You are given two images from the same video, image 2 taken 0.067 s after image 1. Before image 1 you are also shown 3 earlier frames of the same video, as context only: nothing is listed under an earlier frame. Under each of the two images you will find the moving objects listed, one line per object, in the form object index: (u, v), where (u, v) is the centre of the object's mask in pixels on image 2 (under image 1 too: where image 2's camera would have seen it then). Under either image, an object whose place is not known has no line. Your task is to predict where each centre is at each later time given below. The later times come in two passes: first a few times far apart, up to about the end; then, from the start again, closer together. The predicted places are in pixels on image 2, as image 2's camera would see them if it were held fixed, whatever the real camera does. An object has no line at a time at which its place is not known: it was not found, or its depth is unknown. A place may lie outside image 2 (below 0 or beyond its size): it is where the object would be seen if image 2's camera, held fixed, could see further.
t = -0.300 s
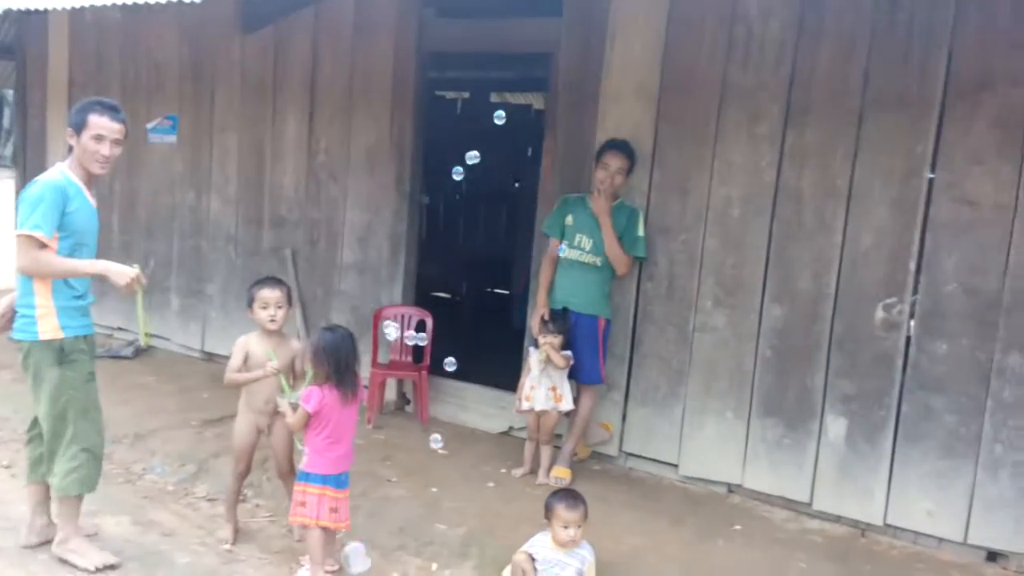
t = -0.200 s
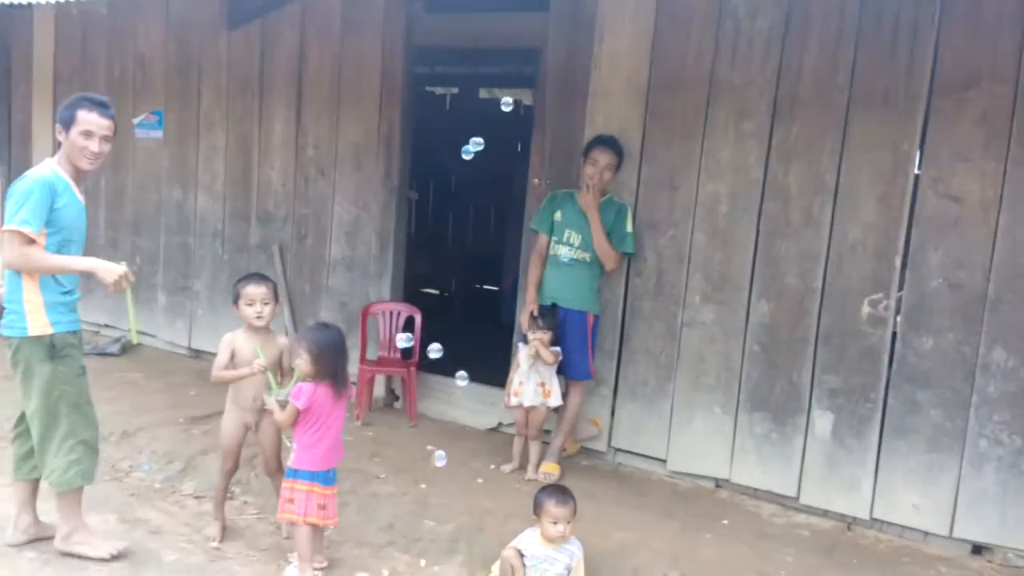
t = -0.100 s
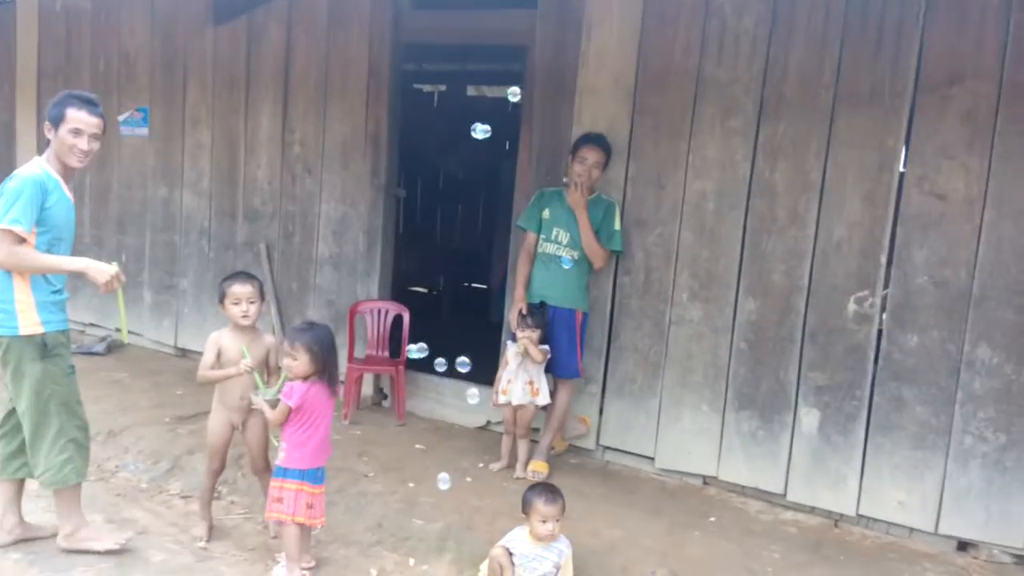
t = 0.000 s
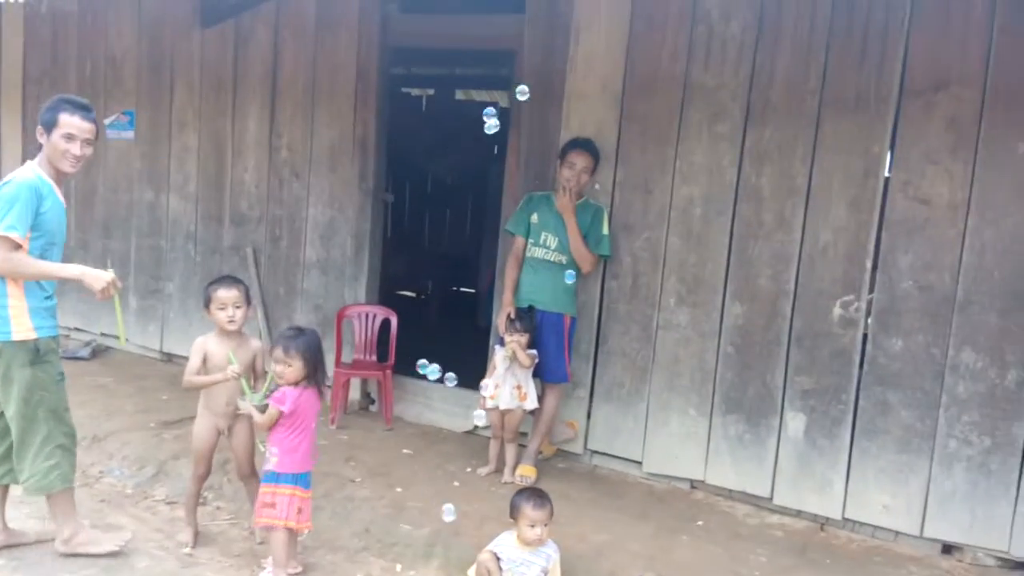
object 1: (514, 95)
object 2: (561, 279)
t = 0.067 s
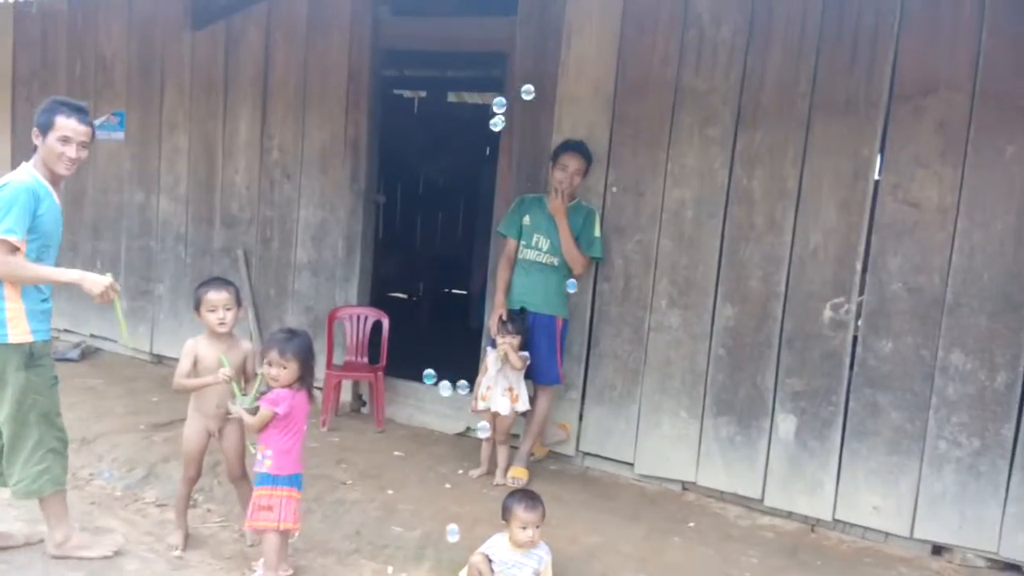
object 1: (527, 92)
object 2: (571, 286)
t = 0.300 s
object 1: (577, 85)
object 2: (613, 309)
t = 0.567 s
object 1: (637, 75)
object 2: (673, 334)
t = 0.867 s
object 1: (718, 67)
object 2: (759, 362)
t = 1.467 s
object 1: (847, 44)
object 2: (1080, 427)
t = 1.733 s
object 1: (909, 19)
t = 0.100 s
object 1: (534, 91)
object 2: (577, 289)
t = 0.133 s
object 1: (540, 90)
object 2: (582, 292)
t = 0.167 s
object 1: (548, 88)
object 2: (588, 296)
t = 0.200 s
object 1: (555, 87)
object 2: (594, 300)
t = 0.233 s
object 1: (562, 86)
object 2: (600, 303)
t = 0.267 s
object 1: (570, 86)
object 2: (606, 306)
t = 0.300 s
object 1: (577, 85)
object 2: (613, 309)
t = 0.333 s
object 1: (584, 84)
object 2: (619, 312)
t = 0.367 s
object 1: (590, 83)
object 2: (626, 316)
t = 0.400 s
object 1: (597, 82)
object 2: (633, 319)
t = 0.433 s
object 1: (606, 81)
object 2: (641, 323)
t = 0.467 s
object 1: (613, 79)
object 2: (648, 326)
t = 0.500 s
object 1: (621, 78)
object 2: (657, 329)
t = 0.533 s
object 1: (629, 77)
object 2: (664, 331)
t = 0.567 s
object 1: (637, 75)
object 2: (673, 334)
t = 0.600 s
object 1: (646, 74)
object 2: (682, 337)
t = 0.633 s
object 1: (655, 73)
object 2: (690, 339)
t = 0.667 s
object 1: (663, 71)
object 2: (699, 342)
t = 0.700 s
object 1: (672, 70)
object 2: (709, 345)
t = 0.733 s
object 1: (681, 69)
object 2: (718, 348)
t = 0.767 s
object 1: (690, 68)
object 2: (728, 351)
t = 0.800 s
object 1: (700, 67)
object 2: (738, 355)
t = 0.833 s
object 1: (709, 67)
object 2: (748, 358)
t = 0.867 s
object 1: (718, 67)
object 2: (759, 362)
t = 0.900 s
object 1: (726, 67)
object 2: (770, 366)
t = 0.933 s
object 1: (734, 68)
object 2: (782, 370)
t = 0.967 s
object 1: (743, 68)
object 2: (794, 374)
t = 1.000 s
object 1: (751, 69)
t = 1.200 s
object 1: (797, 68)
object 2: (902, 401)
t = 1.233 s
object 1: (804, 66)
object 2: (922, 404)
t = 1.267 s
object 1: (810, 64)
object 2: (940, 408)
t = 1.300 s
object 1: (817, 61)
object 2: (961, 412)
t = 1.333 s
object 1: (824, 58)
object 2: (983, 415)
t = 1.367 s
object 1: (830, 56)
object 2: (1004, 418)
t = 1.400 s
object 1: (836, 51)
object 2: (1029, 421)
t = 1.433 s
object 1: (842, 48)
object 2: (1054, 424)
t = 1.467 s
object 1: (847, 44)
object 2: (1080, 427)
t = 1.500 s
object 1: (853, 40)
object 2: (1106, 430)
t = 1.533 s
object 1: (860, 36)
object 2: (1133, 433)
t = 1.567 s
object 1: (867, 34)
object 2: (1161, 436)
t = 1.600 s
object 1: (874, 30)
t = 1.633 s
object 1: (882, 28)
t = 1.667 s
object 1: (890, 25)
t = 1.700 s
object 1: (899, 22)
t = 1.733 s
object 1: (909, 19)
